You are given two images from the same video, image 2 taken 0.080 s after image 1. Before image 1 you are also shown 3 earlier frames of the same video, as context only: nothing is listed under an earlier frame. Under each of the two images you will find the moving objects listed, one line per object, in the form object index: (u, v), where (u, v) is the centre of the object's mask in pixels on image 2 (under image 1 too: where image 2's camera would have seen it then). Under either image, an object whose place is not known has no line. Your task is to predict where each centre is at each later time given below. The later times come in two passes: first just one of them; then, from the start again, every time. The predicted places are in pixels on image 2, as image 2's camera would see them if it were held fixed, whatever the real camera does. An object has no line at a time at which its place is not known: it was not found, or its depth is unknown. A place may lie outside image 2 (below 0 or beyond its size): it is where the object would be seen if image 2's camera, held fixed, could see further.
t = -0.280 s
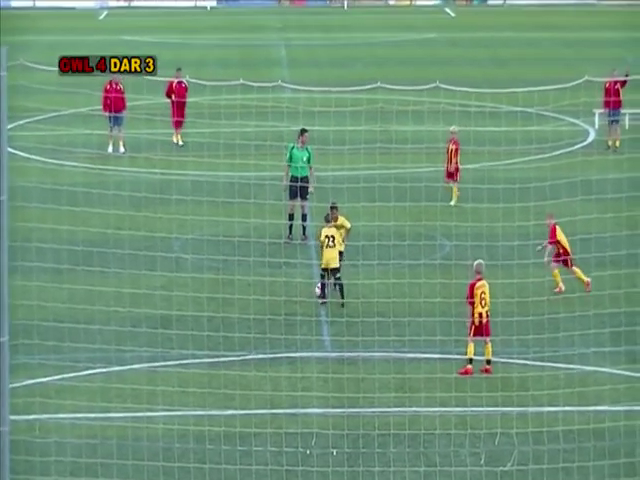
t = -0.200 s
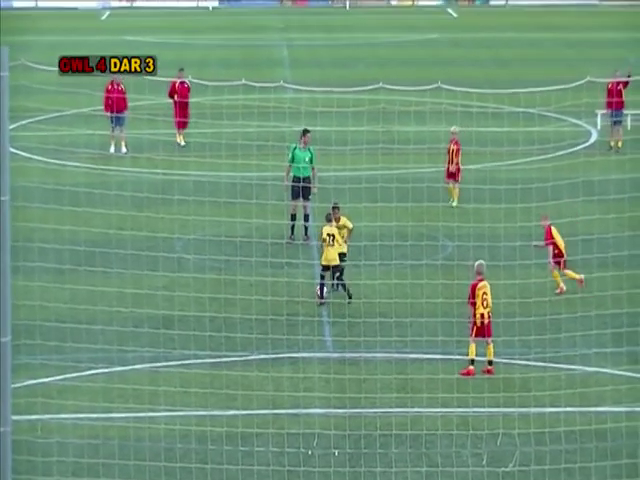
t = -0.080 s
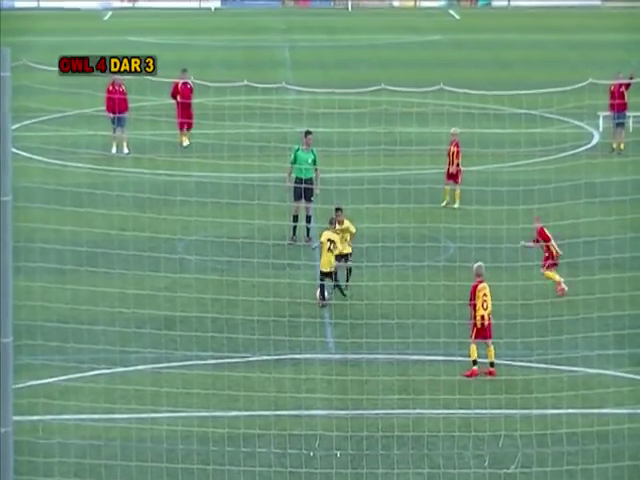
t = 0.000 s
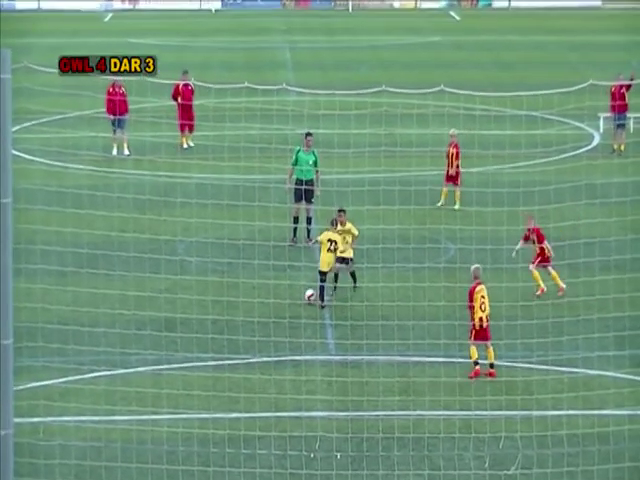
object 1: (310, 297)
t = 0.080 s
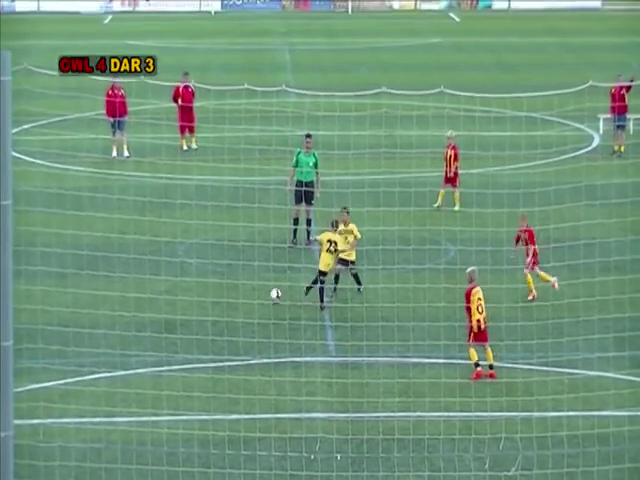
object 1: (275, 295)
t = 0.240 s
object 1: (213, 292)
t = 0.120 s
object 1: (258, 295)
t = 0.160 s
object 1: (243, 294)
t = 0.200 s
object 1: (228, 294)
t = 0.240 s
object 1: (213, 292)
